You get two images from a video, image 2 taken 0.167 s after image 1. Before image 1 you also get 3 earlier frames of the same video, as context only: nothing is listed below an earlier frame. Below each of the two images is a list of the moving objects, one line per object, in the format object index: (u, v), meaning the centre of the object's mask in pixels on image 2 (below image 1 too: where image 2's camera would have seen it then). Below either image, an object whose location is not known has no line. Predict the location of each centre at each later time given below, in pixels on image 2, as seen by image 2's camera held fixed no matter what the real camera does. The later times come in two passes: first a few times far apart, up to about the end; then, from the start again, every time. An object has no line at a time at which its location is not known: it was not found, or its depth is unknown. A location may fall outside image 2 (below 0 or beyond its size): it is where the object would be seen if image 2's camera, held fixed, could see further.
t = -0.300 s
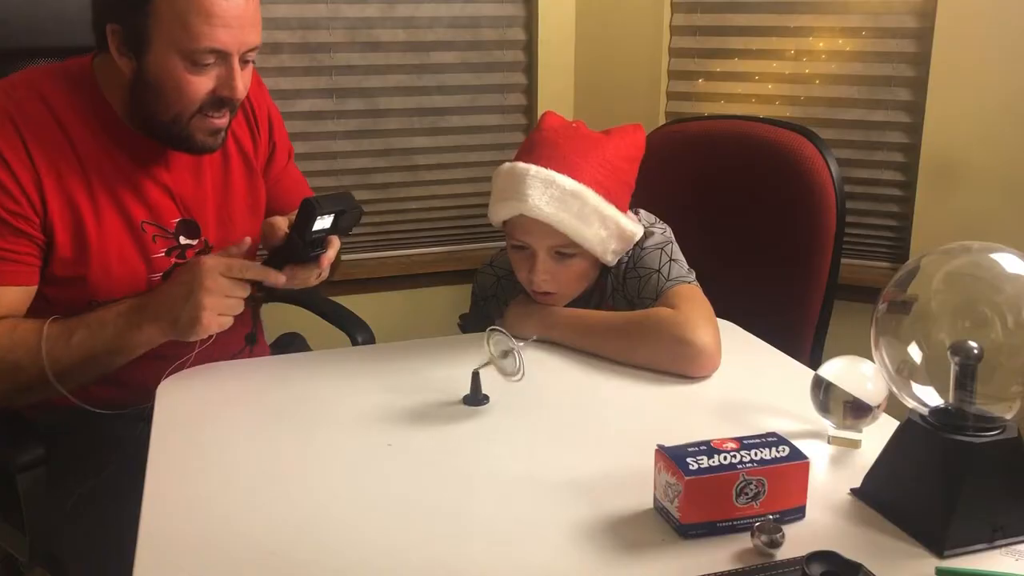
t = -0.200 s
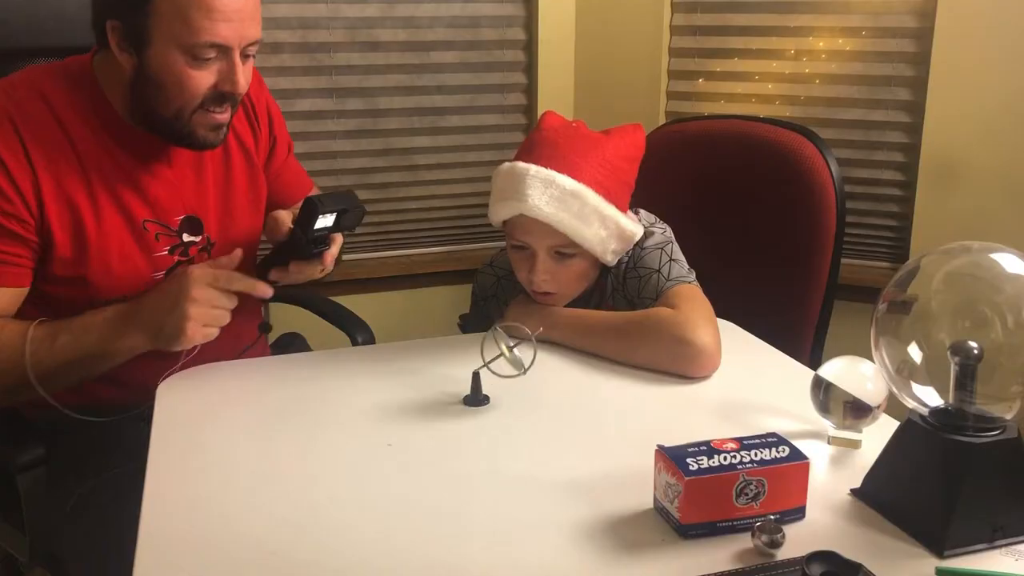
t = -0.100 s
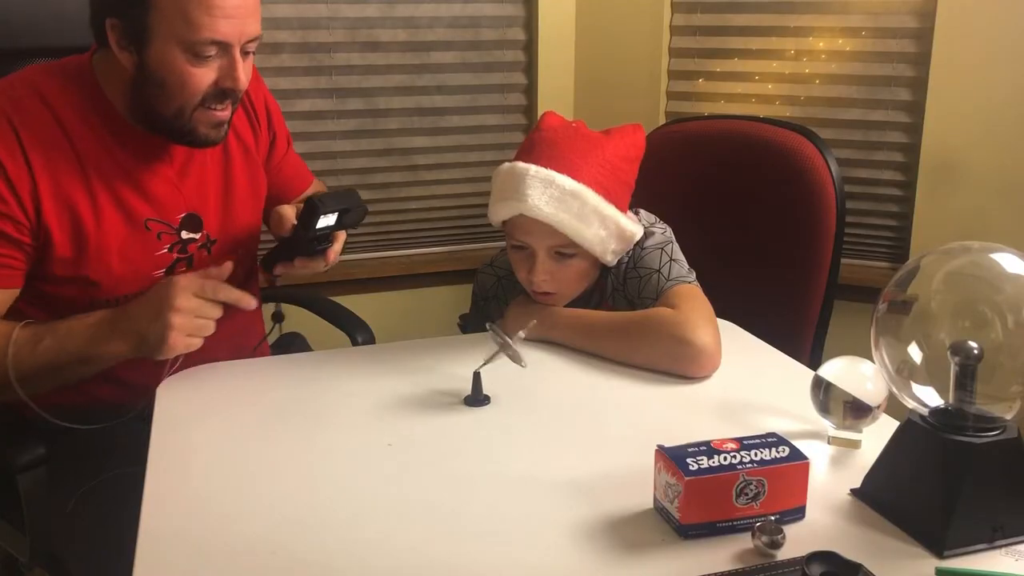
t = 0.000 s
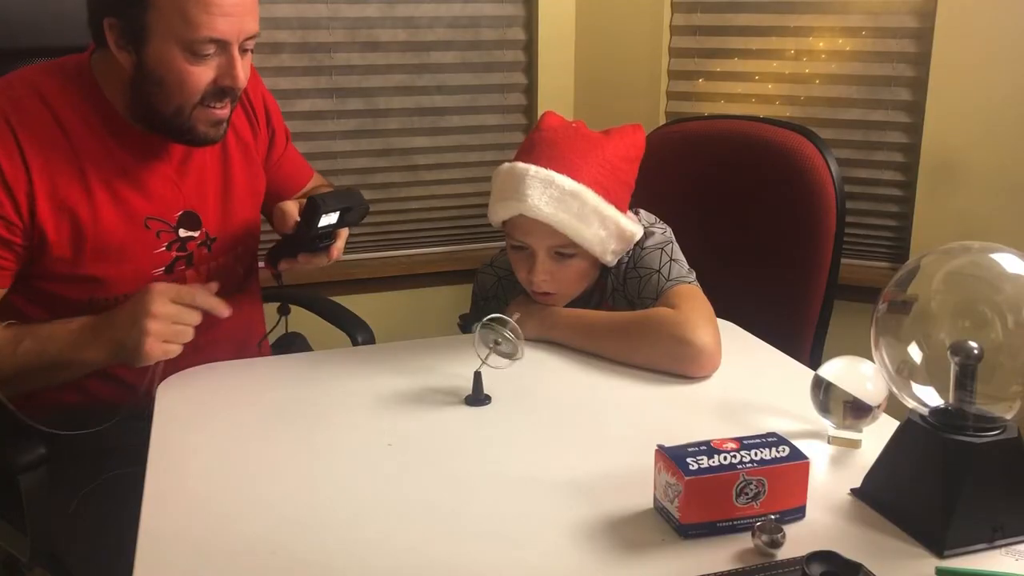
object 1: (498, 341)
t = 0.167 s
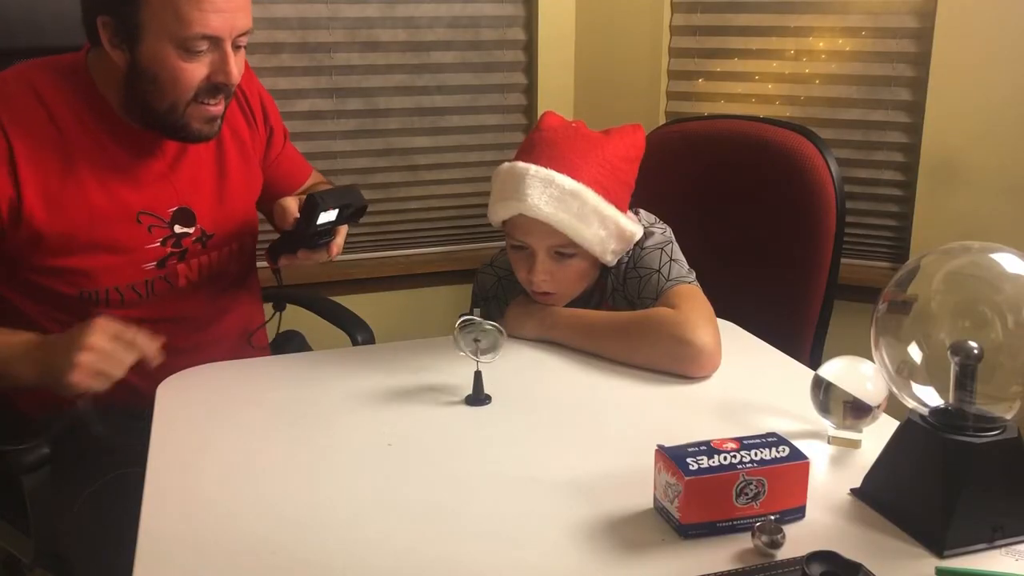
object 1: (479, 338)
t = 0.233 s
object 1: (468, 338)
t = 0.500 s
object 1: (444, 349)
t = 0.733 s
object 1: (457, 360)
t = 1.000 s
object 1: (496, 359)
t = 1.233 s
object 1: (507, 350)
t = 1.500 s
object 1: (481, 339)
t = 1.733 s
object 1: (451, 345)
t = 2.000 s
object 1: (448, 359)
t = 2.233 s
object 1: (482, 365)
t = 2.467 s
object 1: (505, 356)
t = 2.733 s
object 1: (490, 342)
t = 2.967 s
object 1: (454, 343)
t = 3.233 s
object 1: (440, 359)
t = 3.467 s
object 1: (476, 368)
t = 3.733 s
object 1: (506, 355)
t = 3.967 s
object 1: (486, 344)
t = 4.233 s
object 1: (442, 348)
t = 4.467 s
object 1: (439, 364)
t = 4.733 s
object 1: (485, 368)
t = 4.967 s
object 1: (504, 356)
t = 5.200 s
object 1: (475, 346)
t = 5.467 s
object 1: (436, 362)
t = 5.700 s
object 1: (450, 373)
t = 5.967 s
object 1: (501, 369)
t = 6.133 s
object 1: (504, 358)
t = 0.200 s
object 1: (473, 337)
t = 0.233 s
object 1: (468, 338)
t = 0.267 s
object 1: (464, 342)
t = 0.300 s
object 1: (459, 341)
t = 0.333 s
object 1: (456, 342)
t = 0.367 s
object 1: (453, 345)
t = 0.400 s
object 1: (450, 346)
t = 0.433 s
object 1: (446, 346)
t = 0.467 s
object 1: (444, 350)
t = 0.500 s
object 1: (444, 349)
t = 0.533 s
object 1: (444, 351)
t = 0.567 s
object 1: (444, 353)
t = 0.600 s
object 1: (444, 355)
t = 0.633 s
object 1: (446, 356)
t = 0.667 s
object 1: (450, 358)
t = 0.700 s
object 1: (453, 359)
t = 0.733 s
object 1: (457, 360)
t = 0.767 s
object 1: (461, 361)
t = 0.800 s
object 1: (466, 362)
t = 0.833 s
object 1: (472, 361)
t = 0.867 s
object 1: (478, 362)
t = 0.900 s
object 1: (482, 362)
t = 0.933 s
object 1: (487, 360)
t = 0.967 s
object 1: (492, 360)
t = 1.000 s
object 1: (496, 359)
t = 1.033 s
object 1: (499, 358)
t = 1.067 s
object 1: (502, 357)
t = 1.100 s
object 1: (506, 355)
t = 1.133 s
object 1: (508, 354)
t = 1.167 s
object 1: (509, 352)
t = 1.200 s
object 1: (507, 350)
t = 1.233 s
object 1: (507, 350)
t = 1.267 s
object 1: (505, 350)
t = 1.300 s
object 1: (506, 345)
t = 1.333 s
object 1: (503, 343)
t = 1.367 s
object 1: (500, 342)
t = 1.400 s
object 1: (496, 341)
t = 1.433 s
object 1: (492, 340)
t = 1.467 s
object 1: (487, 339)
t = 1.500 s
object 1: (481, 339)
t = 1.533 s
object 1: (478, 339)
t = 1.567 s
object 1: (473, 339)
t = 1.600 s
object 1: (468, 338)
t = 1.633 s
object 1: (464, 343)
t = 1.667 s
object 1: (458, 342)
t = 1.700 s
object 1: (455, 347)
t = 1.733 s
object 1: (451, 345)
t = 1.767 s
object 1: (446, 345)
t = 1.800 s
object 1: (444, 347)
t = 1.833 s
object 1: (445, 350)
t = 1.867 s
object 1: (442, 352)
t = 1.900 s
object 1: (442, 353)
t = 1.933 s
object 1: (444, 355)
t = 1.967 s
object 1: (445, 357)
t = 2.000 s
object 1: (448, 359)
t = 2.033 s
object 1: (451, 360)
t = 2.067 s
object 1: (454, 361)
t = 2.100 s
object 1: (459, 362)
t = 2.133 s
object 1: (463, 364)
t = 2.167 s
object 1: (470, 365)
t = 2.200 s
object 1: (476, 366)
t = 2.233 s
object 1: (482, 365)
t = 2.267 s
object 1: (486, 362)
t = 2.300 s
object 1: (493, 362)
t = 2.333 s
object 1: (497, 360)
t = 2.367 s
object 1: (500, 359)
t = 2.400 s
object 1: (504, 357)
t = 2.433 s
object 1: (505, 355)
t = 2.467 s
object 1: (505, 356)
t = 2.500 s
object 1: (506, 356)
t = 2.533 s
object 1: (507, 351)
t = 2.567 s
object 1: (506, 349)
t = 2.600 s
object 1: (504, 347)
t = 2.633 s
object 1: (502, 345)
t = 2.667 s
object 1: (498, 344)
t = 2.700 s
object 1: (493, 343)
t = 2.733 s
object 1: (490, 342)
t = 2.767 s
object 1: (485, 341)
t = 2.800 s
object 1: (479, 340)
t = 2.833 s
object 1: (473, 342)
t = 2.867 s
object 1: (467, 341)
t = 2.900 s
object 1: (463, 342)
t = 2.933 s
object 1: (459, 342)
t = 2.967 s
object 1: (454, 343)
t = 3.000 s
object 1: (452, 349)
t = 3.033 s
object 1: (444, 348)
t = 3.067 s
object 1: (441, 351)
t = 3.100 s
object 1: (440, 351)
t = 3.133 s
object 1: (439, 353)
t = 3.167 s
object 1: (437, 355)
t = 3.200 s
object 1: (438, 358)
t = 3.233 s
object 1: (440, 359)
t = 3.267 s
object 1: (443, 361)
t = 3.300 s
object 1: (448, 362)
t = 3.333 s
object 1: (452, 363)
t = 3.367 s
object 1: (456, 365)
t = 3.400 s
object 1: (462, 366)
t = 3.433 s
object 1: (468, 368)
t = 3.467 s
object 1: (476, 368)
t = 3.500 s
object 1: (480, 366)
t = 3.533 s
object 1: (487, 365)
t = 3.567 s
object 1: (491, 363)
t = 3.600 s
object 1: (496, 362)
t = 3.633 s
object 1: (500, 360)
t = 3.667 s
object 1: (500, 361)
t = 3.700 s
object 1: (504, 359)
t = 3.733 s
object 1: (506, 355)
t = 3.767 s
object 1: (505, 353)
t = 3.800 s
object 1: (504, 351)
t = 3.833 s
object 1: (503, 349)
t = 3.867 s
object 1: (501, 347)
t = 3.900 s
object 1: (497, 346)
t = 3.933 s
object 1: (492, 345)
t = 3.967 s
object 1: (486, 344)
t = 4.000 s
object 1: (482, 343)
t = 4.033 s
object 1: (477, 343)
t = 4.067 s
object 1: (470, 342)
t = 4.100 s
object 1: (464, 343)
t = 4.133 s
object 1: (456, 345)
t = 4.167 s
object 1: (453, 349)
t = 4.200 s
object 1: (447, 347)
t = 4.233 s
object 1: (442, 348)
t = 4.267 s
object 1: (440, 350)
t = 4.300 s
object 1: (437, 353)
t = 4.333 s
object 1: (434, 356)
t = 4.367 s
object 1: (433, 358)
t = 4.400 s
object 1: (434, 360)
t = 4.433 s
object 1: (436, 362)
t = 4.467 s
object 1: (439, 364)
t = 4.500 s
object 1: (443, 365)
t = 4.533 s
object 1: (447, 367)
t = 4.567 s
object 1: (453, 368)
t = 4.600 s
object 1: (457, 368)
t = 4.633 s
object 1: (465, 369)
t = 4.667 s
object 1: (474, 370)
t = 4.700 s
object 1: (479, 369)
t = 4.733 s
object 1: (485, 368)
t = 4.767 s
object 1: (490, 366)
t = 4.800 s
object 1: (496, 365)
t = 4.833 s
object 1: (499, 363)
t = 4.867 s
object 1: (503, 363)
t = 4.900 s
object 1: (504, 361)
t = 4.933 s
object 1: (505, 358)
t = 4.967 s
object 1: (504, 356)
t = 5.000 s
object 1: (503, 354)
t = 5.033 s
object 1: (501, 352)
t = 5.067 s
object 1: (497, 350)
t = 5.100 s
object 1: (492, 349)
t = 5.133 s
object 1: (486, 348)
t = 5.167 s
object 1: (480, 347)
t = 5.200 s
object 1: (475, 346)
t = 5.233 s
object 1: (466, 346)
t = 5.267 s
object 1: (460, 346)
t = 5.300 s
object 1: (454, 350)
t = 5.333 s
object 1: (450, 353)
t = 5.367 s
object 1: (445, 354)
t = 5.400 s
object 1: (440, 355)
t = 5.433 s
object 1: (437, 356)
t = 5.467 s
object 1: (436, 362)
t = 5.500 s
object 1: (433, 362)
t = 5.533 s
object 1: (432, 363)
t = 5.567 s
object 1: (433, 366)
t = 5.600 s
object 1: (435, 368)
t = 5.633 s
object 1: (440, 370)
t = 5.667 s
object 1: (445, 372)
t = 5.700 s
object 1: (450, 373)
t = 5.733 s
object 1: (456, 375)
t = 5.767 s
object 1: (463, 376)
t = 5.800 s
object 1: (472, 377)
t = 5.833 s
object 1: (478, 375)
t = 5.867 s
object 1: (484, 374)
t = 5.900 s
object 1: (491, 373)
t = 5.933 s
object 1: (497, 371)
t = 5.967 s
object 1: (501, 369)
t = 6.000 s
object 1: (504, 367)
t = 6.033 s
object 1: (506, 364)
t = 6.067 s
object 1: (505, 364)
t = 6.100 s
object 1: (505, 361)
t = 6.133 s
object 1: (504, 358)
